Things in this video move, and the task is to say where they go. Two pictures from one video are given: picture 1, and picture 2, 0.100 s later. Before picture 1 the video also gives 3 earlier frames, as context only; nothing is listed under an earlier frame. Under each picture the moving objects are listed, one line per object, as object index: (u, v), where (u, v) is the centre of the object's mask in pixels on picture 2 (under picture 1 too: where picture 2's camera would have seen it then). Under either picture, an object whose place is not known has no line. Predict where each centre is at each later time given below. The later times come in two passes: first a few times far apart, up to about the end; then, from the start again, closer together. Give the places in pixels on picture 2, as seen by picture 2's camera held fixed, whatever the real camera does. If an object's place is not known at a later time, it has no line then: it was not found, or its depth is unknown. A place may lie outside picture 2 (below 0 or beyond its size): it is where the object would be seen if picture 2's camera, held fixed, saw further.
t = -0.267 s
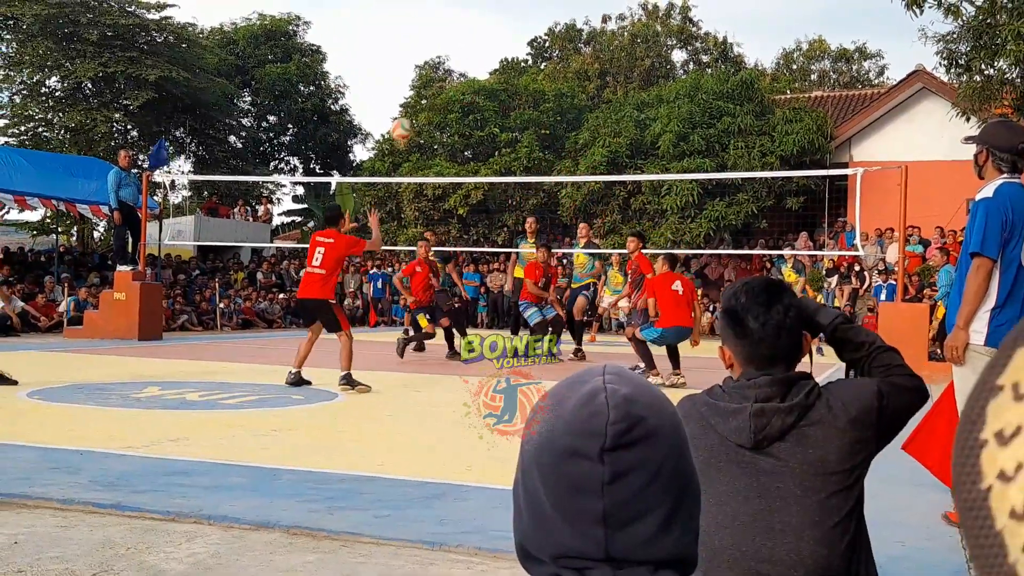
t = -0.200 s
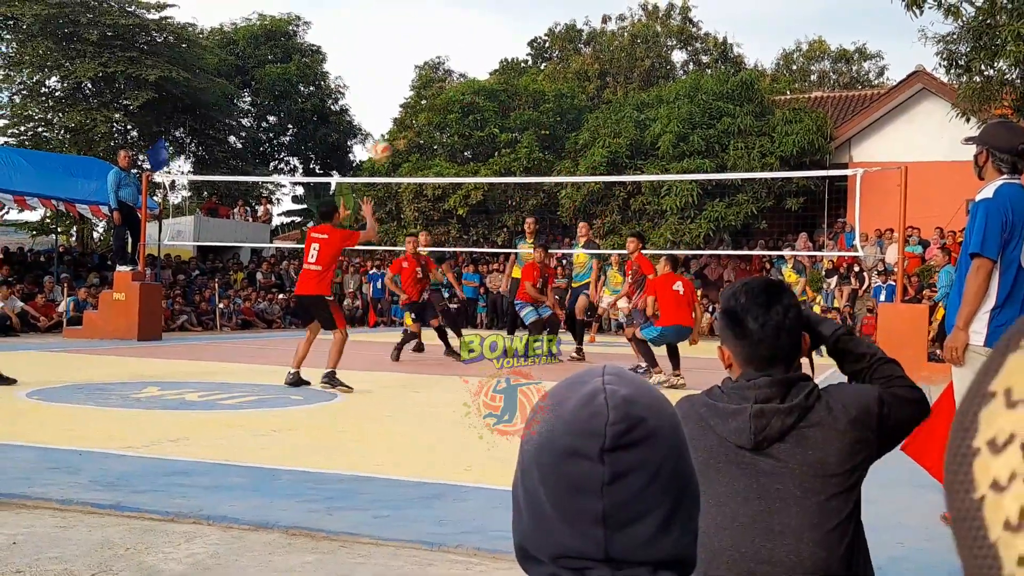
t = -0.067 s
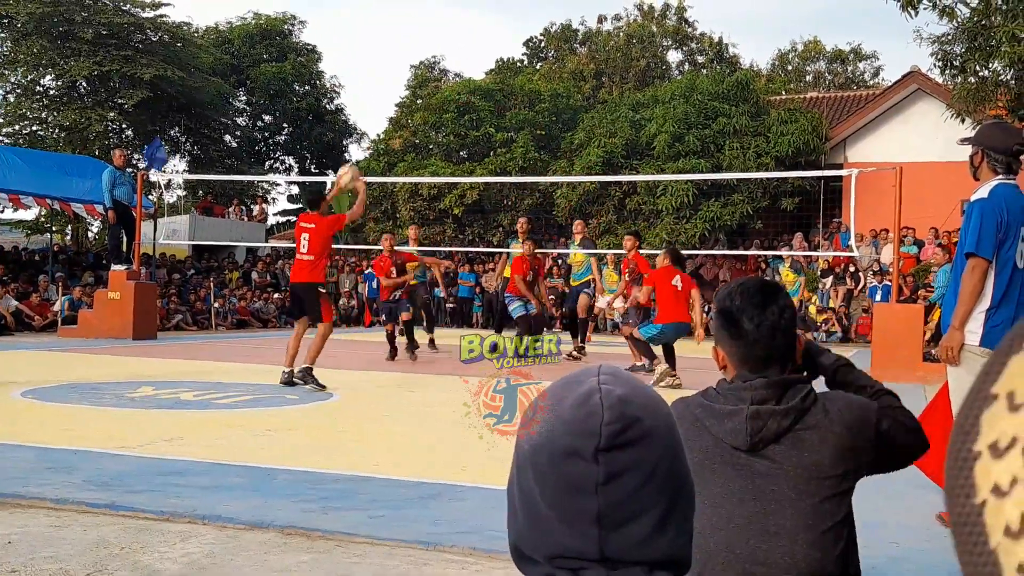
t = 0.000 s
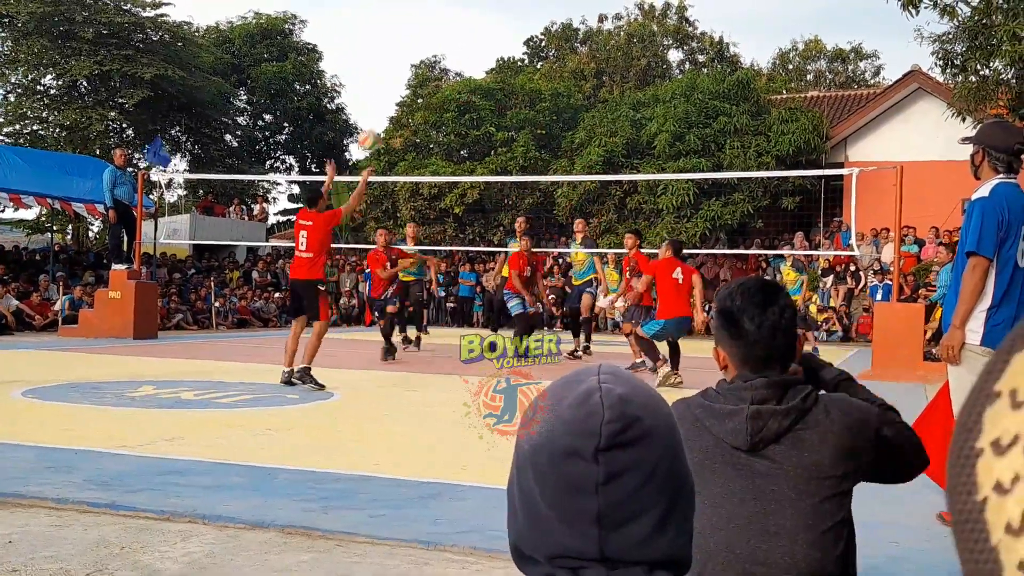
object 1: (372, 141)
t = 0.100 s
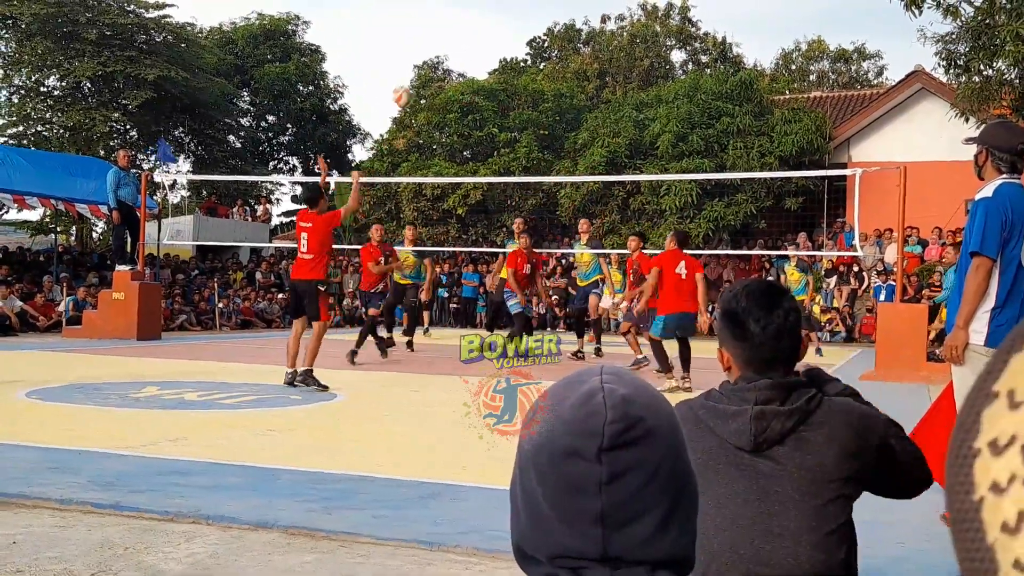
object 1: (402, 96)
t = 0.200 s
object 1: (430, 64)
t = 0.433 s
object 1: (487, 33)
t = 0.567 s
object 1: (516, 39)
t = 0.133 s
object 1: (412, 83)
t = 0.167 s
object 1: (420, 74)
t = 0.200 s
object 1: (430, 64)
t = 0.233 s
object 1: (438, 57)
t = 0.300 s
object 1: (456, 43)
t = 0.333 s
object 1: (464, 39)
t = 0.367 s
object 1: (472, 36)
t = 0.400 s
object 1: (480, 34)
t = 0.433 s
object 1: (487, 33)
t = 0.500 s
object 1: (502, 34)
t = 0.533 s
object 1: (509, 36)
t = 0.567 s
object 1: (516, 39)
